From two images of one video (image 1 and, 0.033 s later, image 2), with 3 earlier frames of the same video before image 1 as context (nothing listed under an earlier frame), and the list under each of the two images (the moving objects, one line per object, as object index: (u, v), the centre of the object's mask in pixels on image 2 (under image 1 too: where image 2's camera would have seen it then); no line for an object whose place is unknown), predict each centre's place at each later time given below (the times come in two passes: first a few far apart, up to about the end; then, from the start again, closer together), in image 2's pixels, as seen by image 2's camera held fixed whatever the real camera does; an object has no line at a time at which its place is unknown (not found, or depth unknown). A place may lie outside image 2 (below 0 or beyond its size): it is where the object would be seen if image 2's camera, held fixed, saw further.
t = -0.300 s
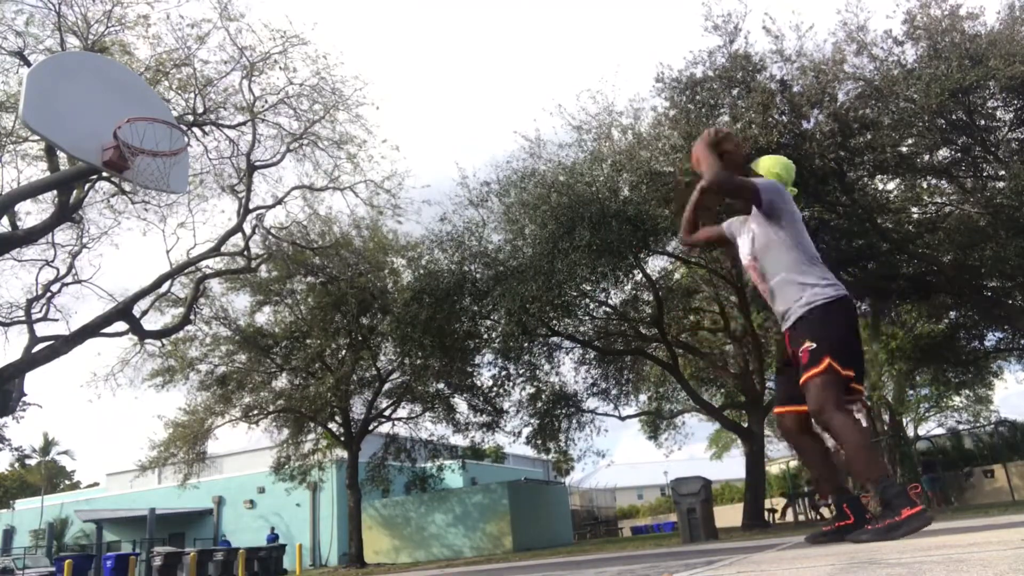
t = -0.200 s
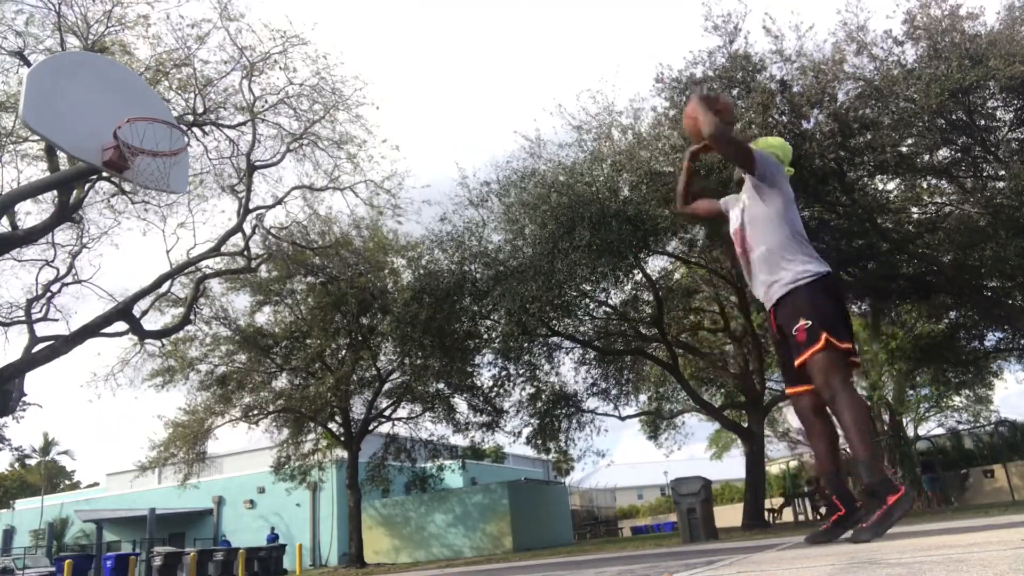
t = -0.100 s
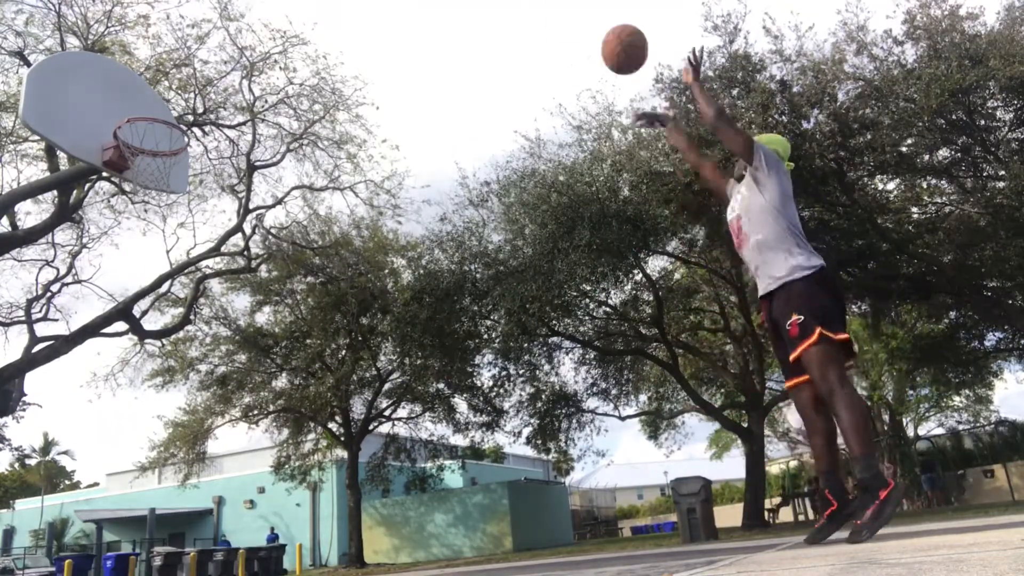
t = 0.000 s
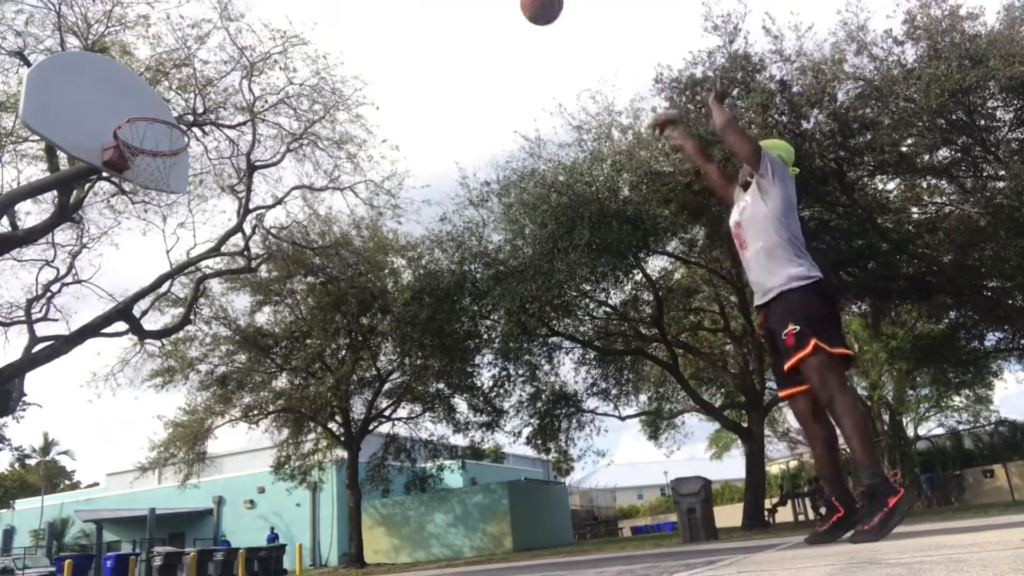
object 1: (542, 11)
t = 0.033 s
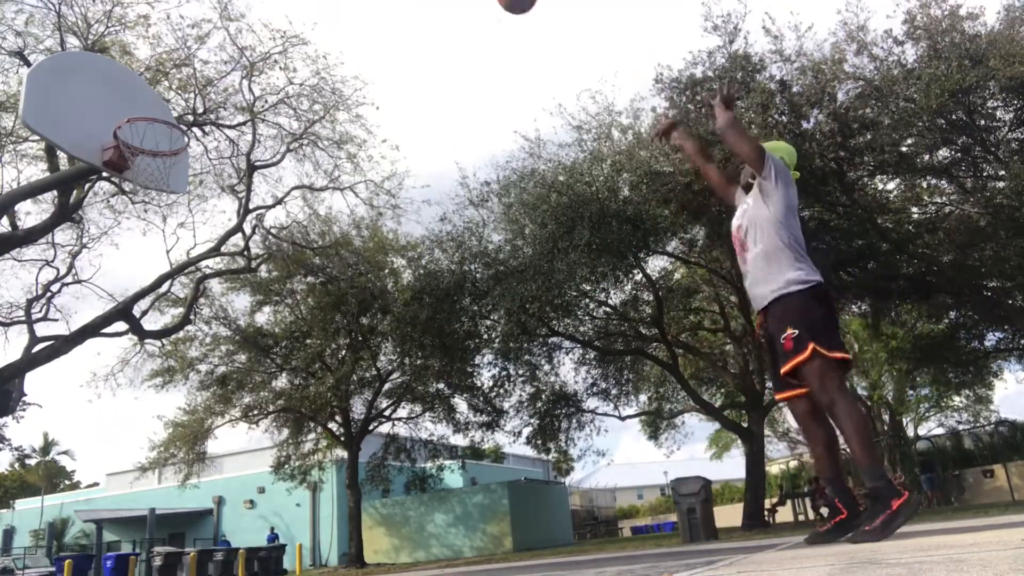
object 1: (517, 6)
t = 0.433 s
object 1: (292, 5)
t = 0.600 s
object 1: (216, 46)
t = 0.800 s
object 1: (144, 128)
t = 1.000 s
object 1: (159, 144)
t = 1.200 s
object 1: (134, 146)
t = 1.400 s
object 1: (128, 184)
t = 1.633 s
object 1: (127, 285)
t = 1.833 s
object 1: (121, 425)
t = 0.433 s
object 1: (292, 5)
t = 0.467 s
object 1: (276, 8)
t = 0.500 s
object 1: (259, 13)
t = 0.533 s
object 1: (245, 21)
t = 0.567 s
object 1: (231, 33)
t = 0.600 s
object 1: (216, 46)
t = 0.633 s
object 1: (202, 61)
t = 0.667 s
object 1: (188, 77)
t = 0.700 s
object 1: (173, 92)
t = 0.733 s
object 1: (160, 108)
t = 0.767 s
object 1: (152, 118)
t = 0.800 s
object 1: (144, 128)
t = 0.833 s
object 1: (136, 138)
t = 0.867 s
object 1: (146, 140)
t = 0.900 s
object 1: (159, 142)
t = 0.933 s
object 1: (168, 146)
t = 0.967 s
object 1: (163, 144)
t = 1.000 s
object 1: (159, 144)
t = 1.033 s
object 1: (156, 145)
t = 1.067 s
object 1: (151, 144)
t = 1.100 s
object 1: (146, 144)
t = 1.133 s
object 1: (141, 143)
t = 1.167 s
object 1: (138, 144)
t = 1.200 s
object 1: (134, 146)
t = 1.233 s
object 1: (133, 149)
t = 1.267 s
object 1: (130, 155)
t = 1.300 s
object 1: (127, 160)
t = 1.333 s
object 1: (128, 168)
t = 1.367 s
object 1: (128, 176)
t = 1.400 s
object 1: (128, 184)
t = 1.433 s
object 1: (128, 193)
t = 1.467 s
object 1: (128, 205)
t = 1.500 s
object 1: (128, 218)
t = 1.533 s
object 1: (128, 233)
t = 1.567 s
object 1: (127, 248)
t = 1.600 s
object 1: (127, 265)
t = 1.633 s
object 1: (127, 285)
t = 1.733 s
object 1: (124, 348)
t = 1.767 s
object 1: (123, 373)
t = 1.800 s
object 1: (122, 398)
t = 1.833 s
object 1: (121, 425)
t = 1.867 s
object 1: (120, 455)
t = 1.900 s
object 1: (119, 486)
